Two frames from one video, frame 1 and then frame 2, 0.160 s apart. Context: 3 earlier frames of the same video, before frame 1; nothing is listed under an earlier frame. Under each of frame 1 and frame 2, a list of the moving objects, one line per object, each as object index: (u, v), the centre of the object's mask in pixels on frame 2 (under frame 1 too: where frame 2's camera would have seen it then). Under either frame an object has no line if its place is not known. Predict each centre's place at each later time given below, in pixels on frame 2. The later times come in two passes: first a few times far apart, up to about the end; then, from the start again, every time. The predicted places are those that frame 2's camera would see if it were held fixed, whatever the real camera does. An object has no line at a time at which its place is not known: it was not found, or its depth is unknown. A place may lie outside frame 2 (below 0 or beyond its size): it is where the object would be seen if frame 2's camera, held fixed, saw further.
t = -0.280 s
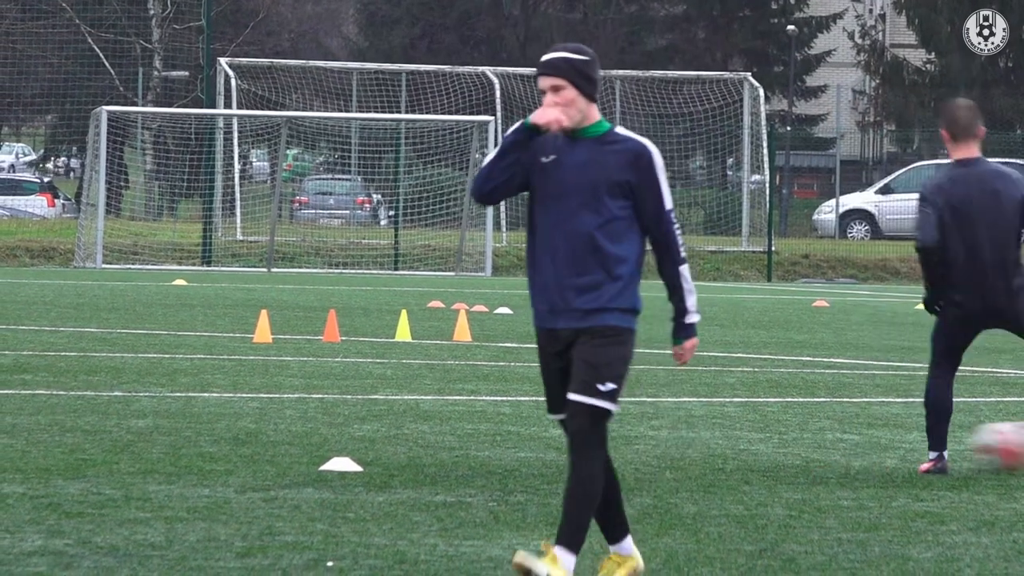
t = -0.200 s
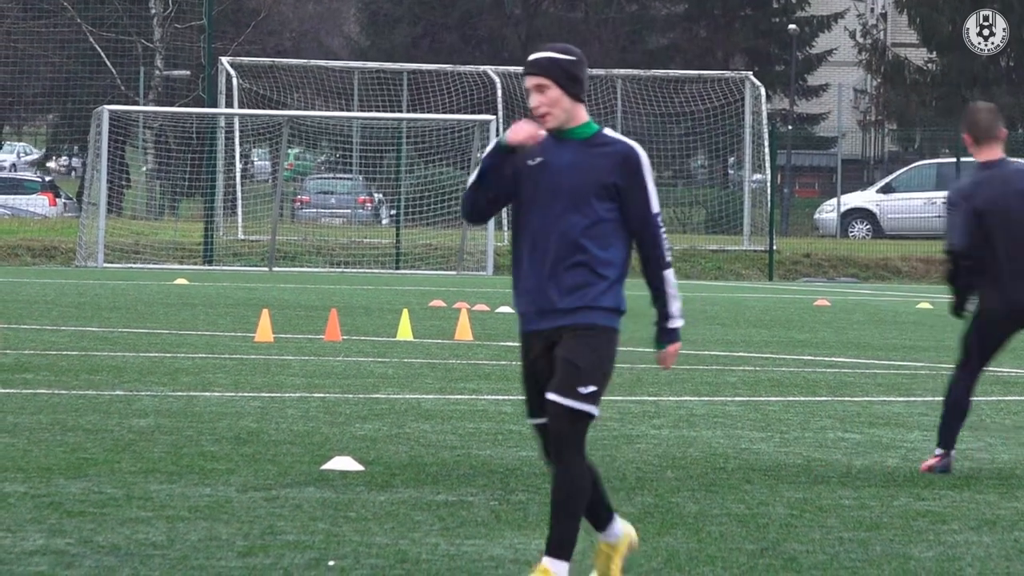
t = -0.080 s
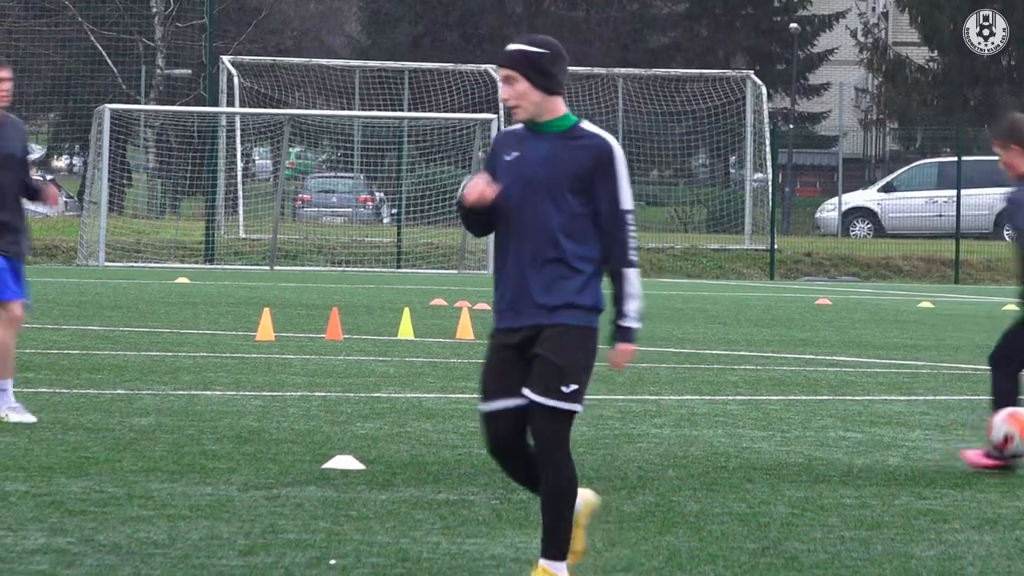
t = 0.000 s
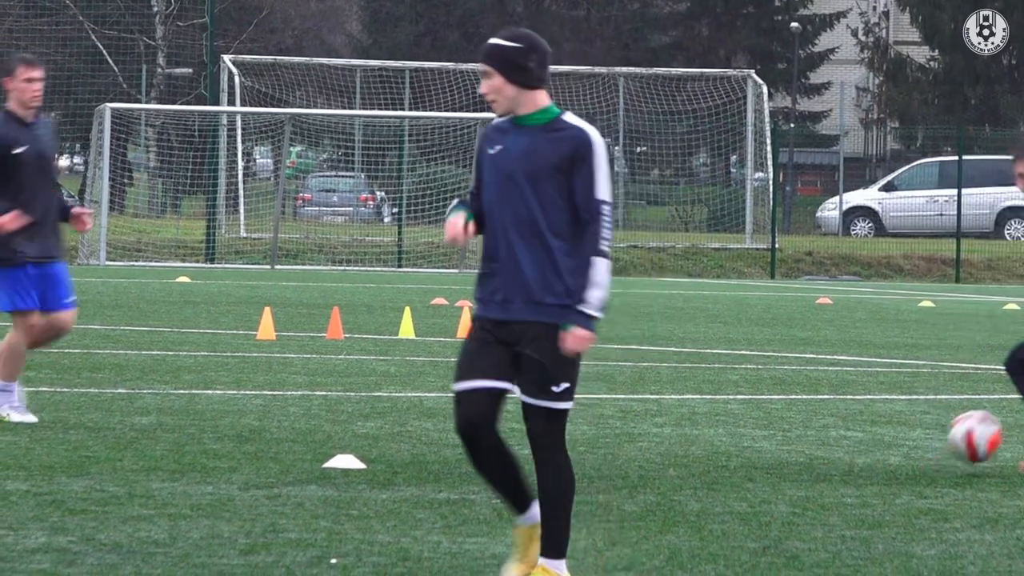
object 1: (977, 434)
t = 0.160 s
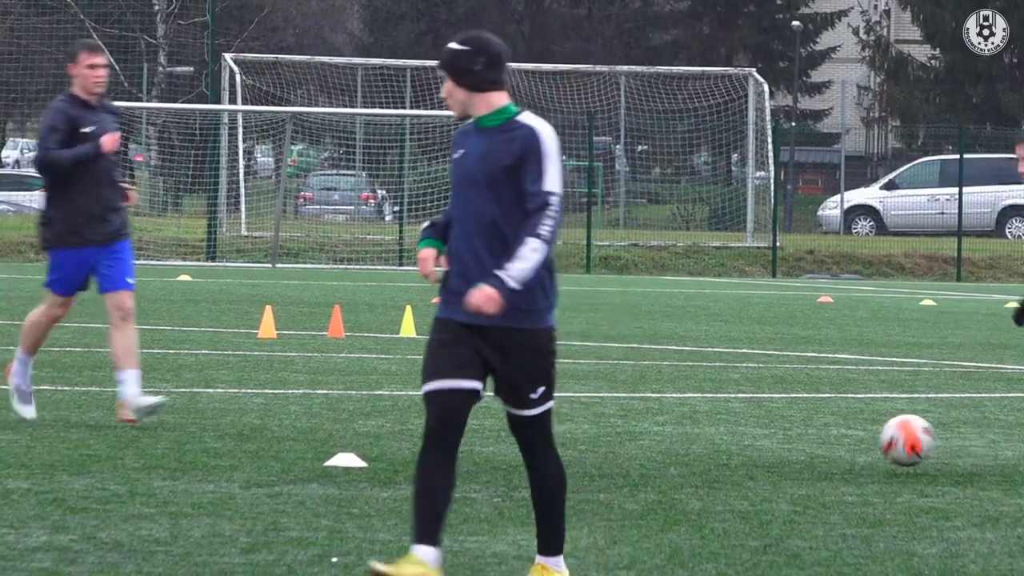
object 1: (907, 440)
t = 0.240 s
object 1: (875, 446)
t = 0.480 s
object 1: (779, 448)
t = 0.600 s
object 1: (732, 449)
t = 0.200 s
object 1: (890, 441)
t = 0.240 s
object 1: (875, 446)
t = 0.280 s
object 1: (858, 448)
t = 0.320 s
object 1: (842, 445)
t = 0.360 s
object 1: (826, 446)
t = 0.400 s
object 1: (810, 449)
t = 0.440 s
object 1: (794, 447)
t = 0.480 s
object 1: (779, 448)
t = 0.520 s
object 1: (763, 449)
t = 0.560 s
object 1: (747, 449)
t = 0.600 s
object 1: (732, 449)
